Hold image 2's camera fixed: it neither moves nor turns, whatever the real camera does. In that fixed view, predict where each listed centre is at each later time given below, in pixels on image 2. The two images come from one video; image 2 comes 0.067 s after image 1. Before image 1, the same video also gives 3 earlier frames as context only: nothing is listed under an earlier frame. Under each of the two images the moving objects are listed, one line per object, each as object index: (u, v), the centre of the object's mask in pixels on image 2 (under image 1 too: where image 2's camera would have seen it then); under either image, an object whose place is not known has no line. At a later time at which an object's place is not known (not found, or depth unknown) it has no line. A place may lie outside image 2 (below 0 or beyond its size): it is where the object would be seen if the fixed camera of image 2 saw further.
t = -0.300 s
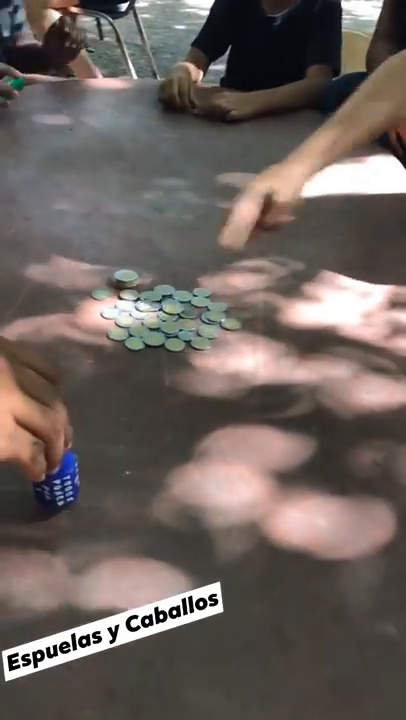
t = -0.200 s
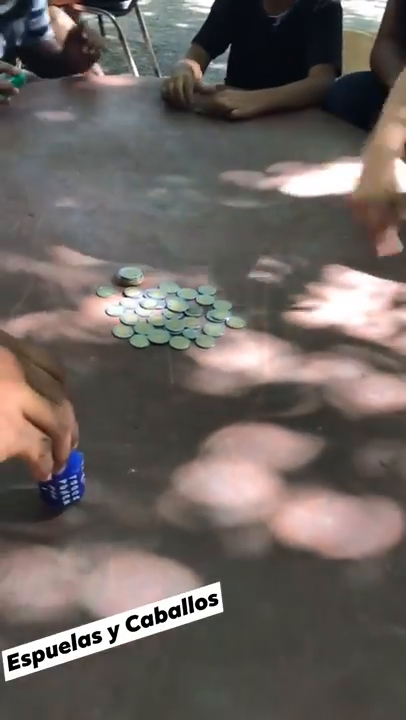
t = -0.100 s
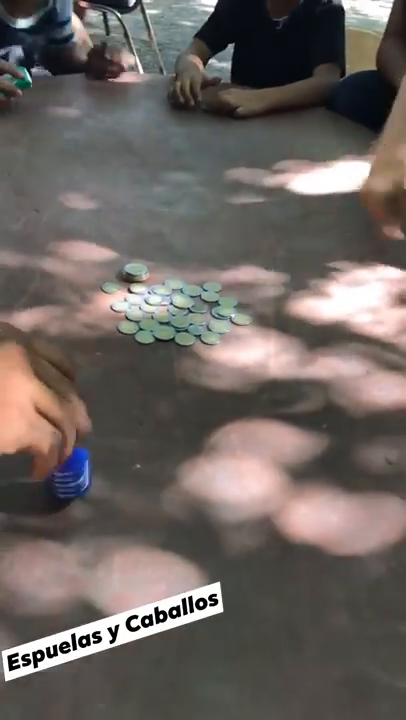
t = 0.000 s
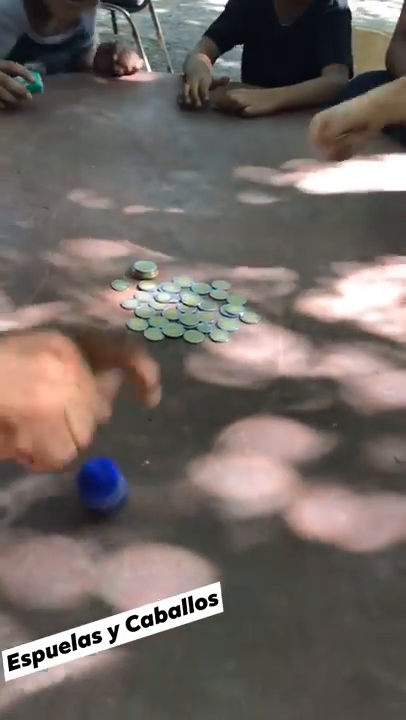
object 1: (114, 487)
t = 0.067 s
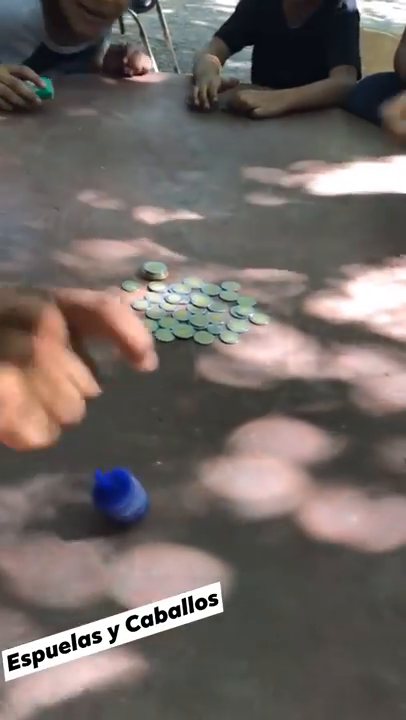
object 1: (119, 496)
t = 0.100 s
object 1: (121, 498)
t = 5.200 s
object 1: (159, 525)
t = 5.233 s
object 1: (160, 524)
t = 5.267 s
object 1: (161, 525)
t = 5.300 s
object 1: (162, 525)
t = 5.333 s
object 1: (162, 526)
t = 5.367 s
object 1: (162, 526)
